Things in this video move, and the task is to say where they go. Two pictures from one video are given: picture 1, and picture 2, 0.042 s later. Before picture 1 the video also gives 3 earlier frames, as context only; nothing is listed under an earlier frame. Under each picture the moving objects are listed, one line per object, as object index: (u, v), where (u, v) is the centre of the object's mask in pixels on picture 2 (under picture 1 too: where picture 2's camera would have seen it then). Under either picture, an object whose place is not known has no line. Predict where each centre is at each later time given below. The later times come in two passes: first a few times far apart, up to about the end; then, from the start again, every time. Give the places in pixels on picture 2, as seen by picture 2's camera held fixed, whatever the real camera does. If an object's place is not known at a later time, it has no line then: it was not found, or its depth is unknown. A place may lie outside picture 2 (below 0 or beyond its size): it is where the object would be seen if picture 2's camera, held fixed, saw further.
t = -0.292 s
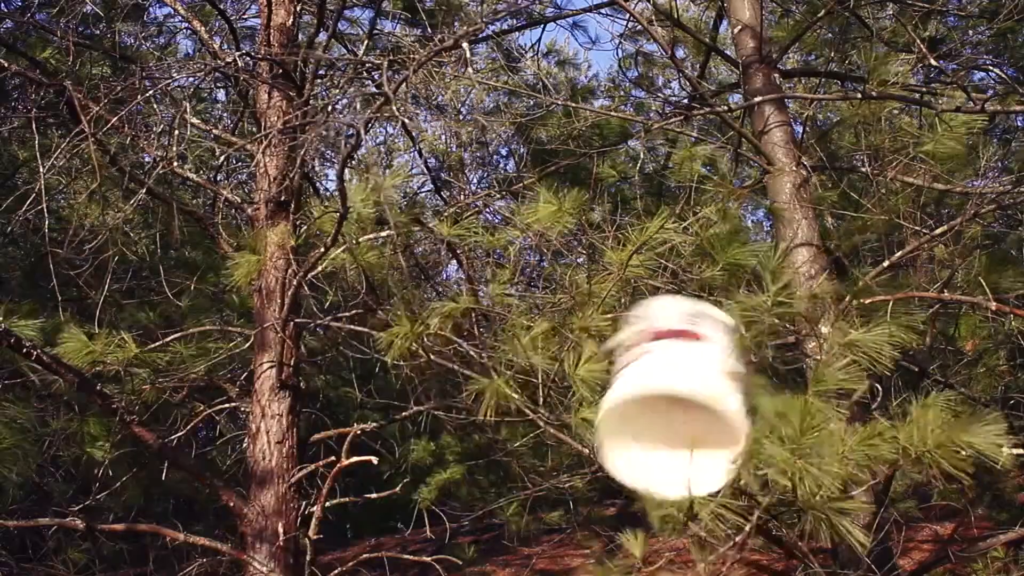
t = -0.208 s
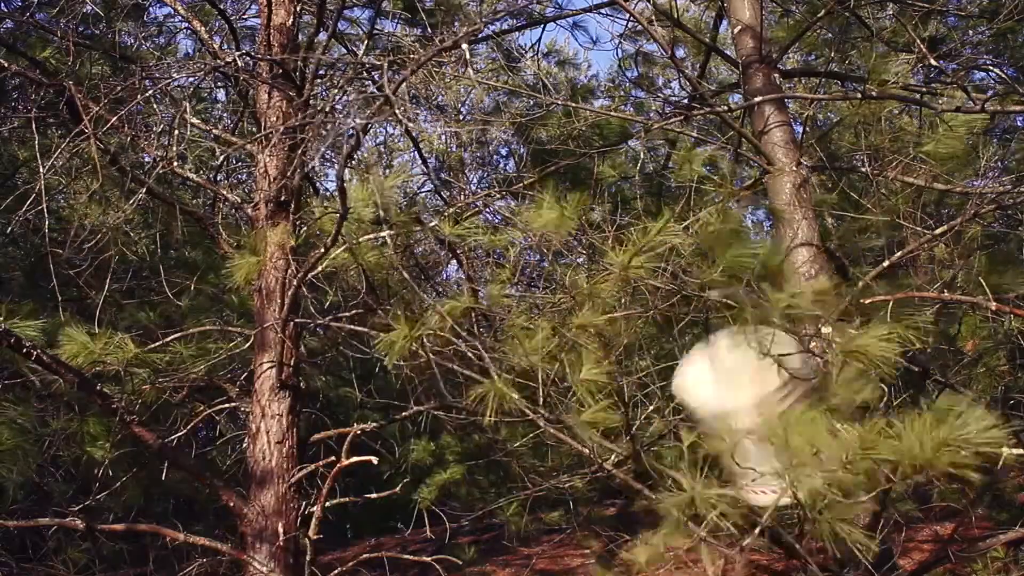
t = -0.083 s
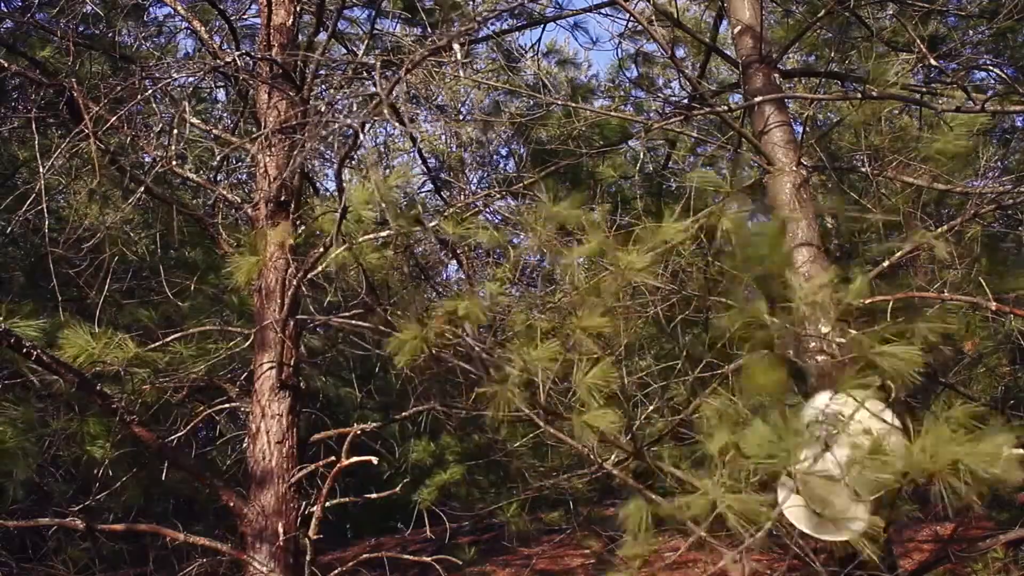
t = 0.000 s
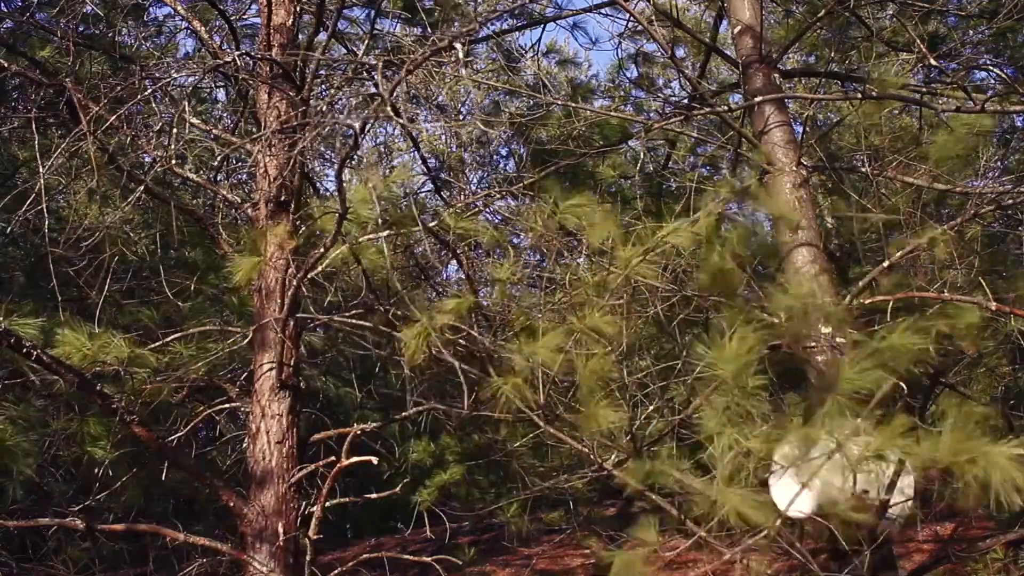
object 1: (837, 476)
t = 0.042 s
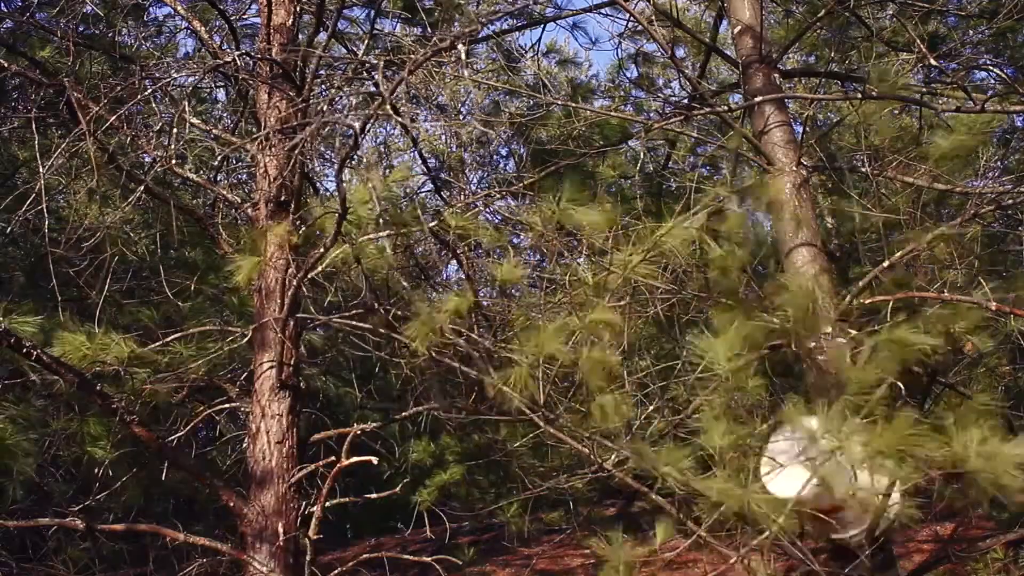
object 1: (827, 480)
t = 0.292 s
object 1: (816, 492)
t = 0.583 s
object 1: (816, 510)
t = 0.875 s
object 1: (820, 536)
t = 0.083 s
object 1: (820, 480)
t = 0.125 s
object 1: (815, 486)
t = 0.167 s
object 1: (814, 490)
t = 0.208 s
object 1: (814, 485)
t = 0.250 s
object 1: (816, 485)
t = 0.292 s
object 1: (816, 492)
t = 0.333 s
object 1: (814, 498)
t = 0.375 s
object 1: (817, 501)
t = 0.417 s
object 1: (818, 508)
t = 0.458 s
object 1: (815, 510)
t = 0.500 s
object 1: (819, 504)
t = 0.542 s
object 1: (818, 505)
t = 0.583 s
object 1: (816, 510)
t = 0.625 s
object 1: (817, 511)
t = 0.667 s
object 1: (817, 515)
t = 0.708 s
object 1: (816, 521)
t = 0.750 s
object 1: (816, 528)
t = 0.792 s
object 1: (818, 533)
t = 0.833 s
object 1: (819, 534)
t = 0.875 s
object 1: (820, 536)
